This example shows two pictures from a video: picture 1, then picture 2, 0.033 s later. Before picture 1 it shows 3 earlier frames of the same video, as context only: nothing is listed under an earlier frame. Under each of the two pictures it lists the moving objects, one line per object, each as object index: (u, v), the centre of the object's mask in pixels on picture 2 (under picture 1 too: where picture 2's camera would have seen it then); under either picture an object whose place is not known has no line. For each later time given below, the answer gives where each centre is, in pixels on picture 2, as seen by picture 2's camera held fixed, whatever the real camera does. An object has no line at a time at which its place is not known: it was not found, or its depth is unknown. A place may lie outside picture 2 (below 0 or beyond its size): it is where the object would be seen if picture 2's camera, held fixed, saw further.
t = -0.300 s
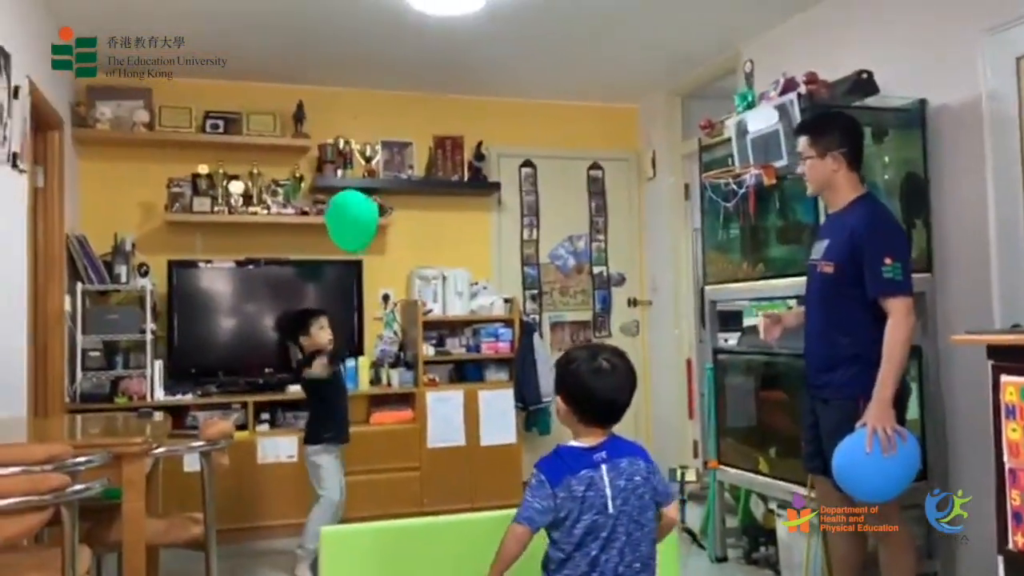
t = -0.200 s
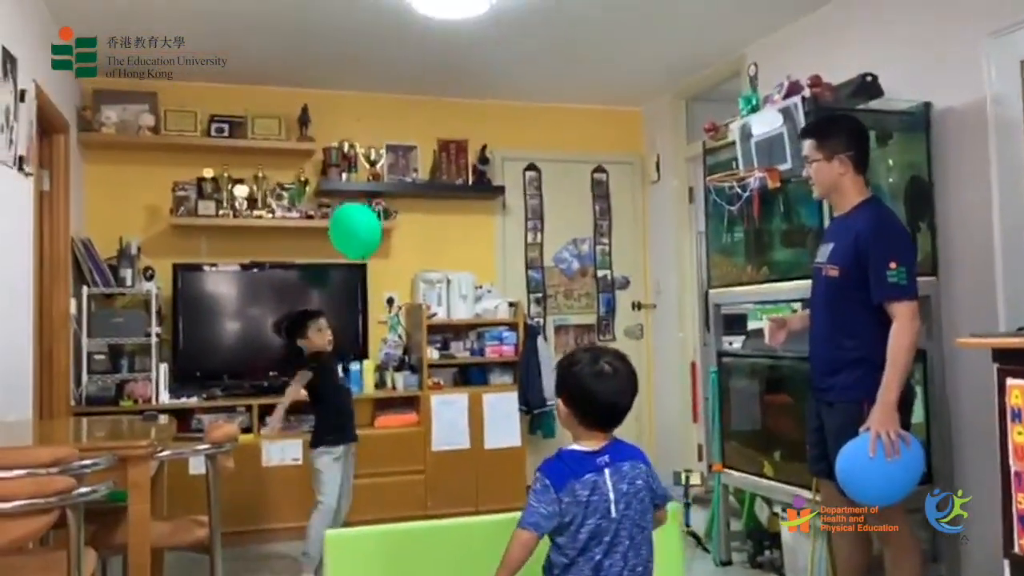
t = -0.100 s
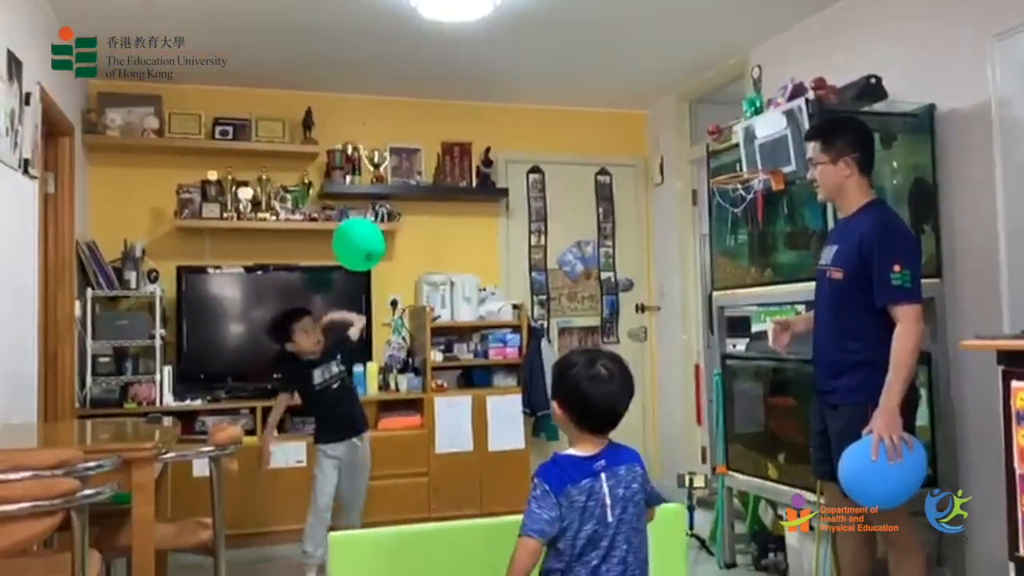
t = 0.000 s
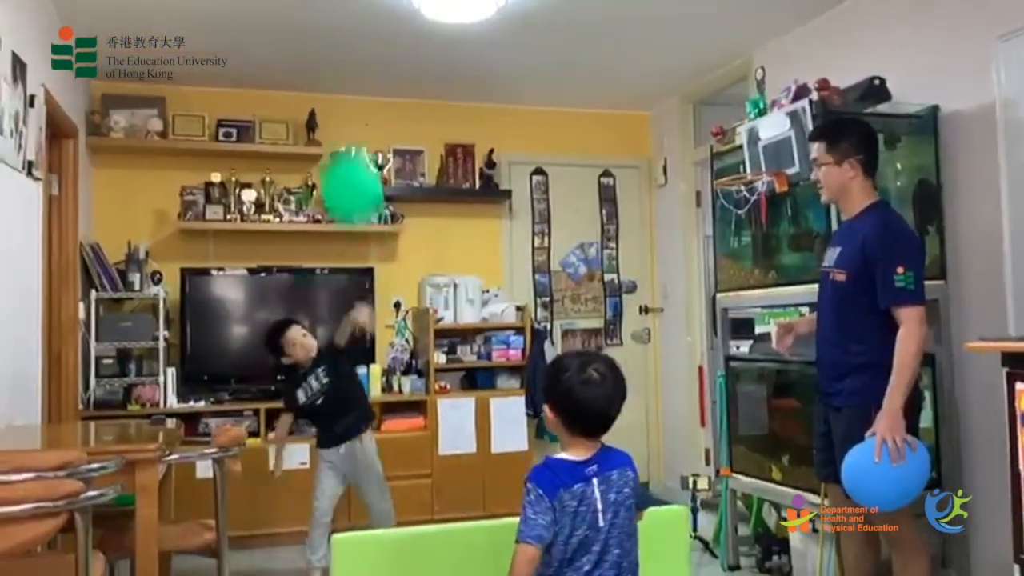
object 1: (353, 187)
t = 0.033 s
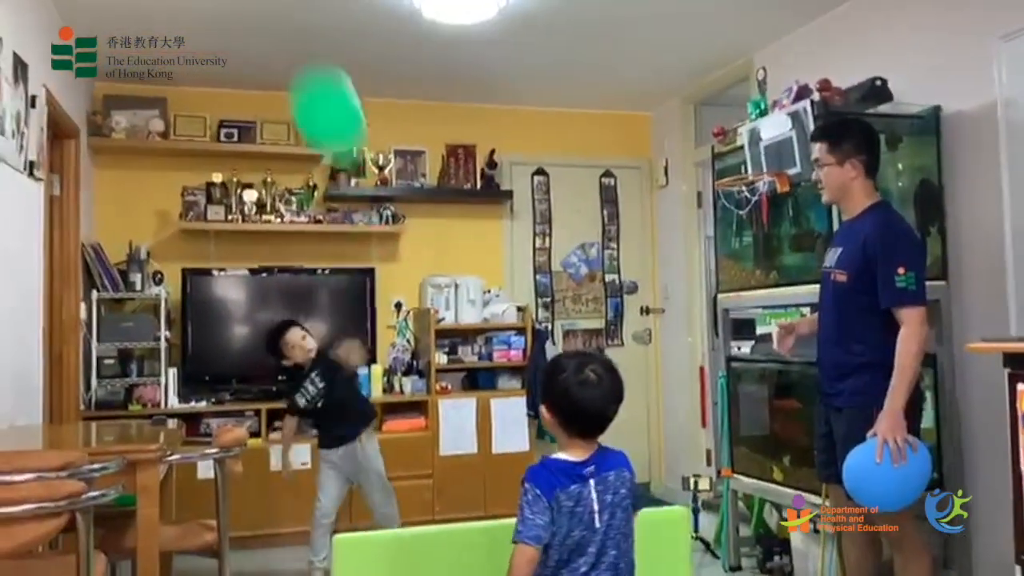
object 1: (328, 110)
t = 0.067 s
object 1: (301, 43)
